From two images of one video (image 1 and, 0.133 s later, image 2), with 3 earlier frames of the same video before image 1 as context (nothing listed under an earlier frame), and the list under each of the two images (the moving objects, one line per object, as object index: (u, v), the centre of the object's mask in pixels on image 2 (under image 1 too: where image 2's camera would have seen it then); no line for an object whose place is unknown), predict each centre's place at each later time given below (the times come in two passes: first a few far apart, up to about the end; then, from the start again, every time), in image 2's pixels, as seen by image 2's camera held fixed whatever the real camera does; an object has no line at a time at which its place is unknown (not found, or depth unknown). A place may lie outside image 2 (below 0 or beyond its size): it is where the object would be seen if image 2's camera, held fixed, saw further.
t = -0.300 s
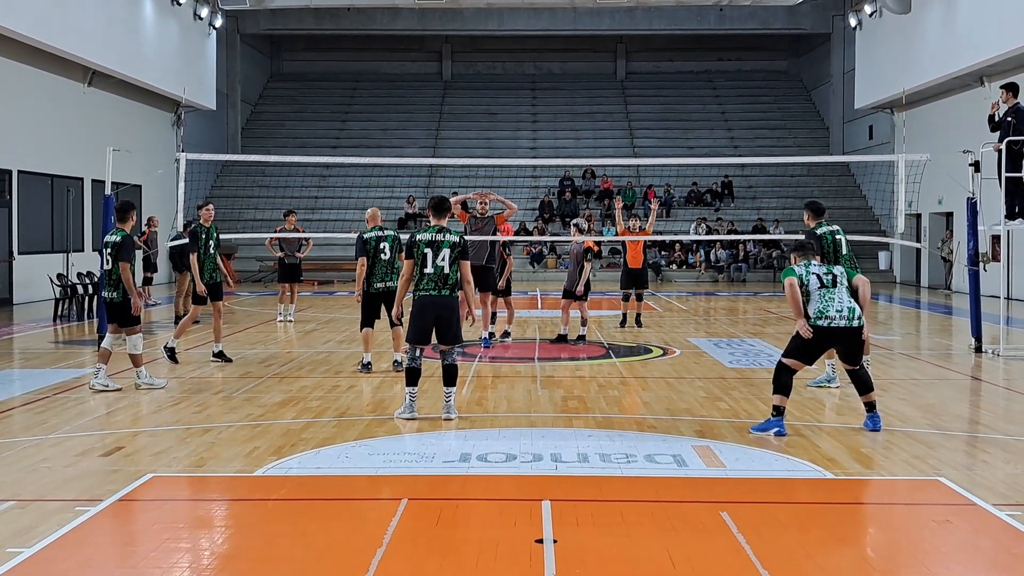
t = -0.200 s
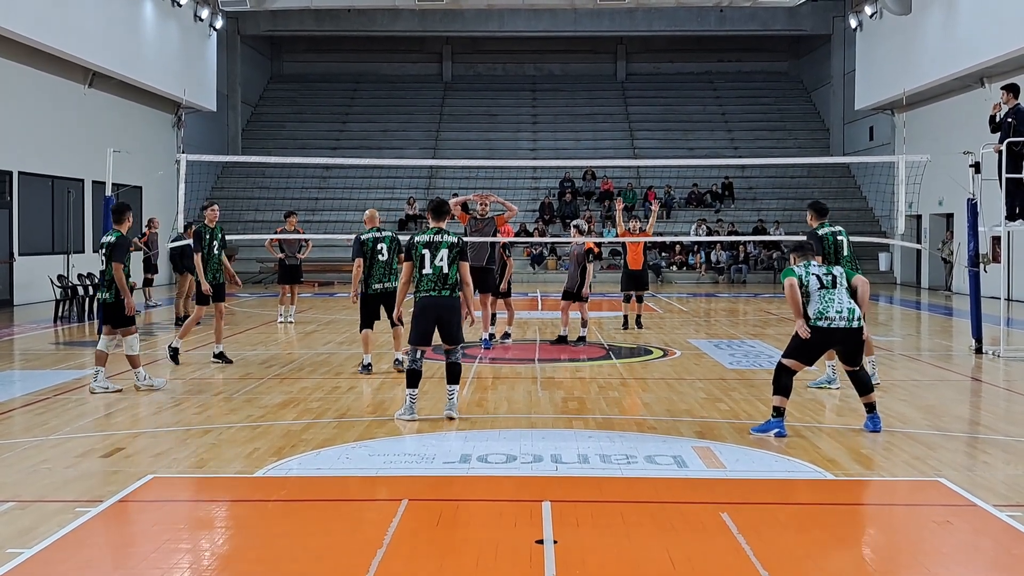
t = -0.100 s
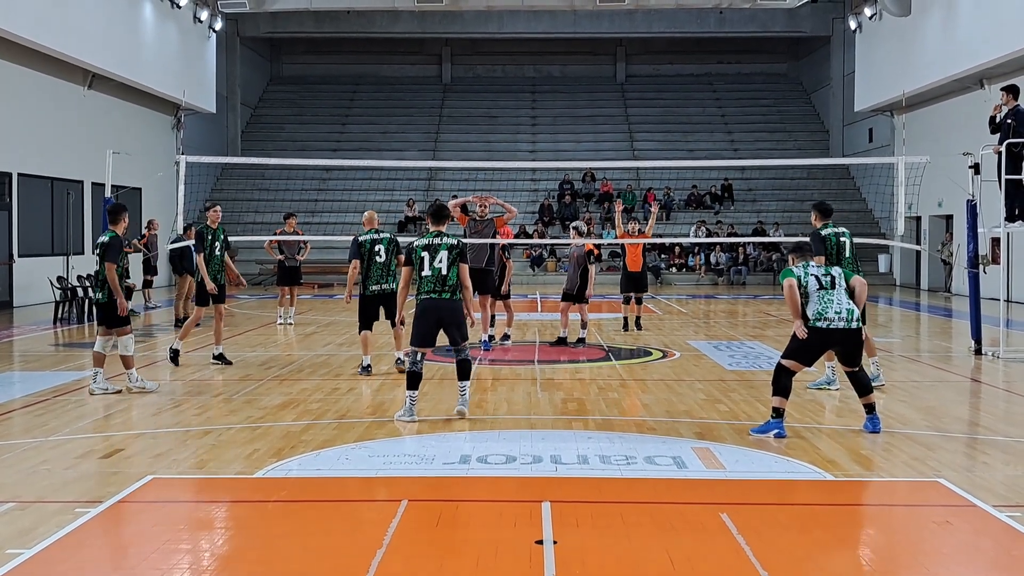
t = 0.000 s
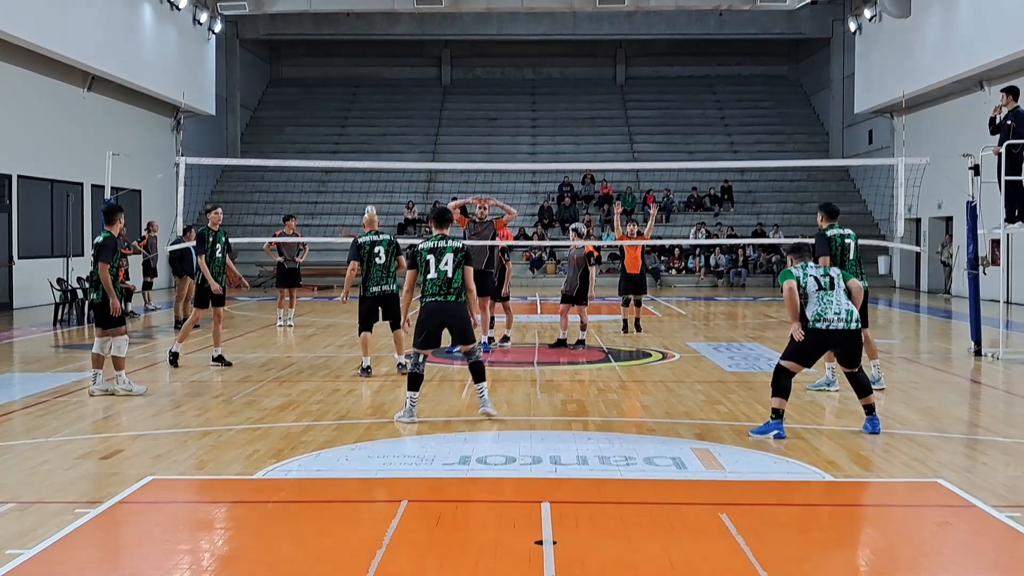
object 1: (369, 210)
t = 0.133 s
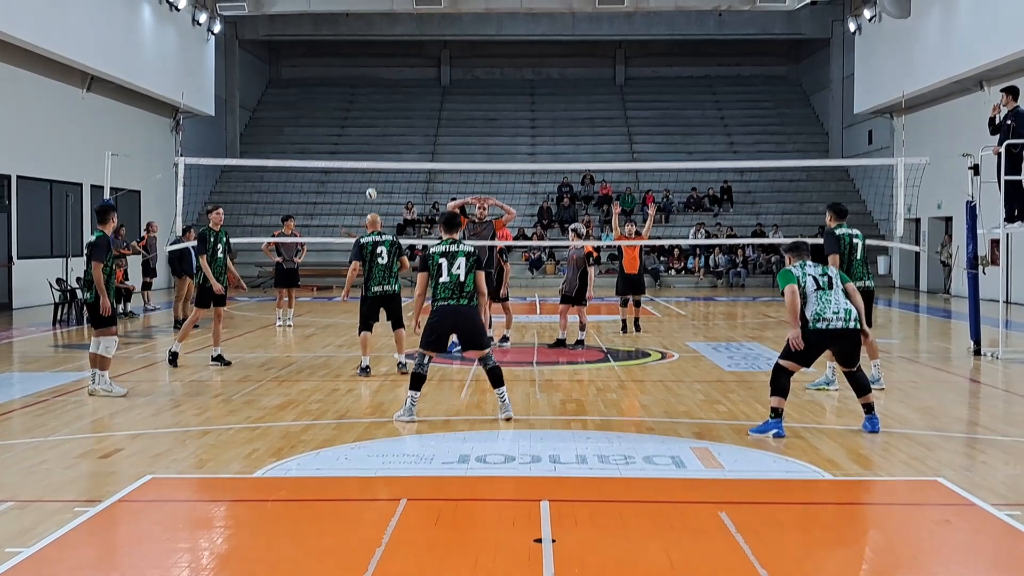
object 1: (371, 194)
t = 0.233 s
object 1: (372, 186)
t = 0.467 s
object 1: (375, 187)
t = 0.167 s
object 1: (371, 190)
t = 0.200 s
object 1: (372, 188)
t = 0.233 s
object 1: (372, 186)
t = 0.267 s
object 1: (372, 184)
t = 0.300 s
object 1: (373, 184)
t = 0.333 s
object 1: (373, 183)
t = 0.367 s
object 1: (373, 183)
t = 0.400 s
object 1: (374, 184)
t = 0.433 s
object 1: (375, 185)
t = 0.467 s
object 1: (375, 187)
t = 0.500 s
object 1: (376, 189)
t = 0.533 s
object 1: (376, 192)
